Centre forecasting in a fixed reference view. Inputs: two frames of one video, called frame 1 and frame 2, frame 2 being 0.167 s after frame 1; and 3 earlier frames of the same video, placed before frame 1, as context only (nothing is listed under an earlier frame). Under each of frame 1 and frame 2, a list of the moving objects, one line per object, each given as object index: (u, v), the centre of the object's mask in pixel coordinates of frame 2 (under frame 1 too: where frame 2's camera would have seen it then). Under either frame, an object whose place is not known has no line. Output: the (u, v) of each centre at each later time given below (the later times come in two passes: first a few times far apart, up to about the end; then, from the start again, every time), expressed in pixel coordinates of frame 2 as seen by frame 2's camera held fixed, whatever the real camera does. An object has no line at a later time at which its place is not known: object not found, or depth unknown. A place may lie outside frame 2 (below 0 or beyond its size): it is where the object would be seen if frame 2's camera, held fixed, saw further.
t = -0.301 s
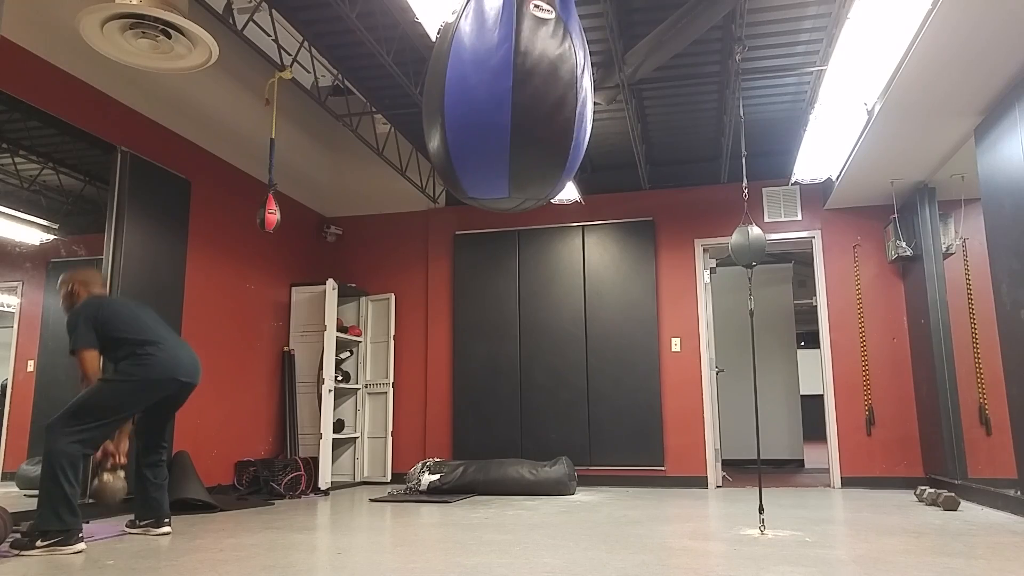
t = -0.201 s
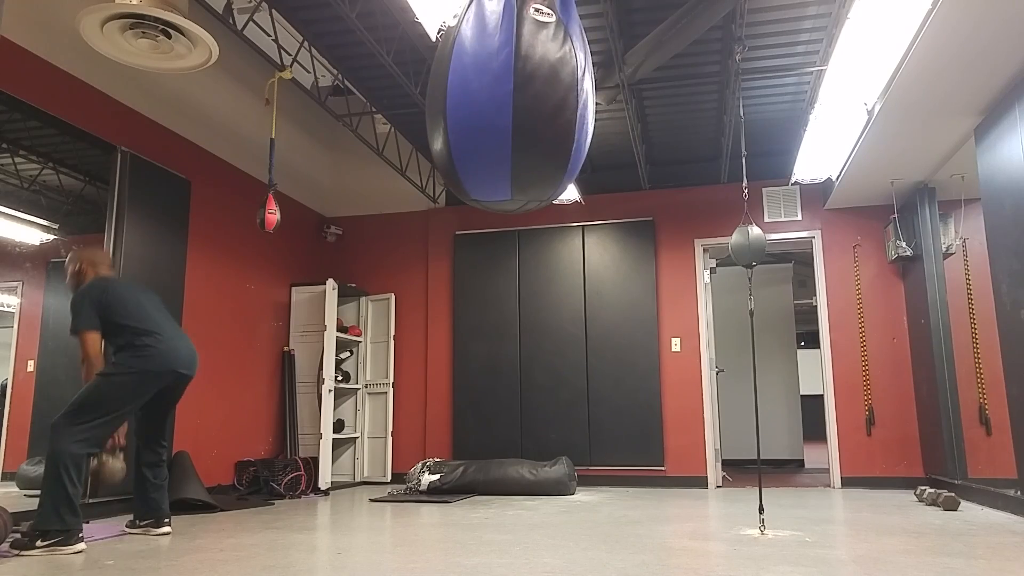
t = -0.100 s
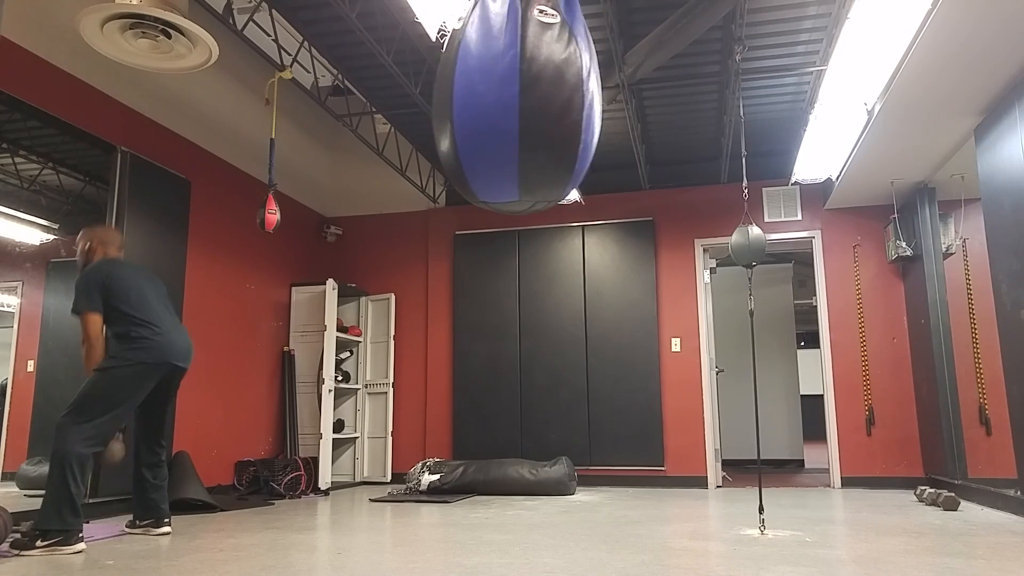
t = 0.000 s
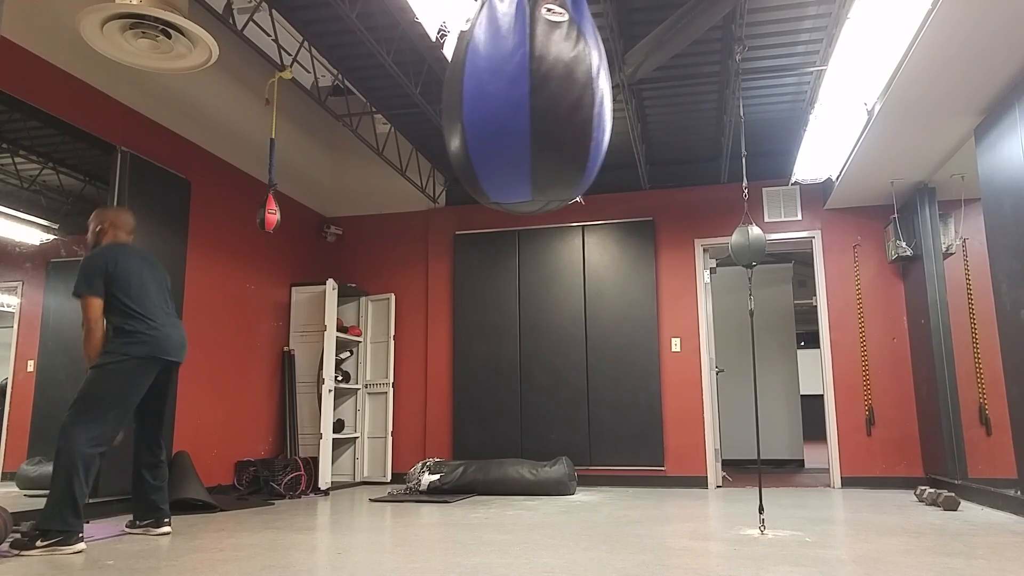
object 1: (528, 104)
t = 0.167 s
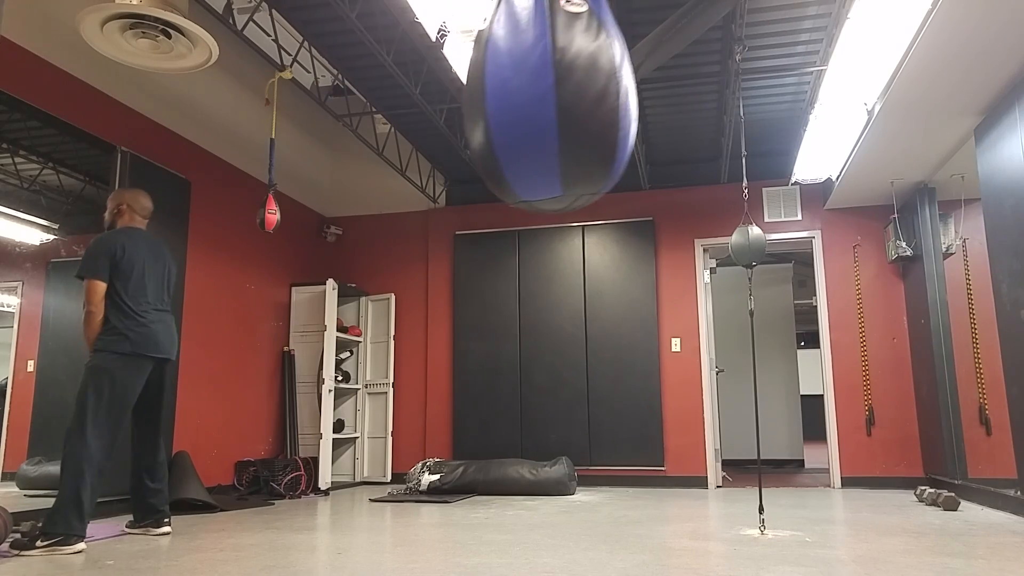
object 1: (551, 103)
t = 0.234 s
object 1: (560, 101)
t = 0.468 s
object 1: (597, 91)
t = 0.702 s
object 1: (619, 82)
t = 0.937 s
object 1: (612, 78)
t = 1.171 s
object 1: (583, 84)
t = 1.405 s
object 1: (543, 94)
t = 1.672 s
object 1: (514, 100)
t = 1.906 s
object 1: (515, 103)
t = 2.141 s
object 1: (536, 103)
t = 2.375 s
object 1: (570, 99)
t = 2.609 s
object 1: (603, 89)
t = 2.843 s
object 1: (618, 80)
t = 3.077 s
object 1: (609, 80)
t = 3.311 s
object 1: (575, 86)
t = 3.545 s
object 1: (537, 95)
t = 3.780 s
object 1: (514, 100)
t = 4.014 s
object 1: (515, 102)
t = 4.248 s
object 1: (535, 102)
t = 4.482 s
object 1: (570, 97)
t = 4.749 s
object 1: (607, 88)
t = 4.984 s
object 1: (618, 80)
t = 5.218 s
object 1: (603, 79)
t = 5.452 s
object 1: (567, 86)
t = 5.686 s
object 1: (531, 96)
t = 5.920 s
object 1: (514, 101)
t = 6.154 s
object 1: (518, 103)
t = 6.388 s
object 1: (541, 102)
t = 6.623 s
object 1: (575, 97)
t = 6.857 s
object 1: (606, 87)
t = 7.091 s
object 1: (616, 79)
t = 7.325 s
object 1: (601, 79)
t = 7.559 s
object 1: (566, 87)
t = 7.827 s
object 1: (527, 97)
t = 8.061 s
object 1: (514, 101)
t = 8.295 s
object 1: (523, 103)
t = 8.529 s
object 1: (547, 102)
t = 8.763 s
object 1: (579, 95)
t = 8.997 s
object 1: (608, 85)
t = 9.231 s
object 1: (612, 77)
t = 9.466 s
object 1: (595, 80)
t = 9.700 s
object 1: (558, 88)
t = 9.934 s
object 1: (528, 98)
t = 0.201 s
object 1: (556, 103)
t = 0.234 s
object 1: (560, 101)
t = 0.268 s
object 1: (566, 100)
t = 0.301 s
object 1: (571, 99)
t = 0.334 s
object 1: (577, 98)
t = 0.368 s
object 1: (583, 97)
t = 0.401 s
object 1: (587, 94)
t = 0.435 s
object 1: (592, 92)
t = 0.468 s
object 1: (597, 91)
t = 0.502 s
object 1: (602, 90)
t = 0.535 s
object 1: (605, 87)
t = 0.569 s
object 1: (609, 87)
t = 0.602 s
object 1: (611, 84)
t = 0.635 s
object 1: (614, 83)
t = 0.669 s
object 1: (617, 83)
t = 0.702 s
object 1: (619, 82)
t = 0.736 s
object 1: (618, 80)
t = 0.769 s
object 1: (619, 79)
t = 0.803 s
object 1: (618, 79)
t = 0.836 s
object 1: (619, 80)
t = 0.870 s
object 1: (616, 78)
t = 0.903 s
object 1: (614, 78)
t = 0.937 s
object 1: (612, 78)
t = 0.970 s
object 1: (610, 79)
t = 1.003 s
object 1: (606, 79)
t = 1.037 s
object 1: (602, 81)
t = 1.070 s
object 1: (597, 80)
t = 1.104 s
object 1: (592, 82)
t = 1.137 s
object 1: (587, 82)
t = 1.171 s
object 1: (583, 84)
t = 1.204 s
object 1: (576, 86)
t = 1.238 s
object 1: (570, 87)
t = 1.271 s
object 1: (564, 88)
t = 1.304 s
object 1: (558, 89)
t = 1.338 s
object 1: (553, 92)
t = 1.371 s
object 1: (547, 93)
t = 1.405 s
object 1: (543, 94)
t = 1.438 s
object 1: (537, 95)
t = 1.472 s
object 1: (532, 95)
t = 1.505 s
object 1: (528, 96)
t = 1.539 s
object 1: (525, 98)
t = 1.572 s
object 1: (522, 98)
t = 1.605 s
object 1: (519, 99)
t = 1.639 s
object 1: (516, 100)
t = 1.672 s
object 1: (514, 100)
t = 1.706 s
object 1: (513, 101)
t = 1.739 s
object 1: (512, 101)
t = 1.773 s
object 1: (512, 101)
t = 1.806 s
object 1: (511, 101)
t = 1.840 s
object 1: (512, 102)
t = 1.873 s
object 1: (513, 102)
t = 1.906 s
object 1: (515, 103)
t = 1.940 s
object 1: (516, 102)
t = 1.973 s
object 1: (519, 103)
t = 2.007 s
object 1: (521, 103)
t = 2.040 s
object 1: (525, 103)
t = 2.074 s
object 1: (528, 103)
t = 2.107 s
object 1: (532, 103)
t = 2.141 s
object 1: (536, 103)
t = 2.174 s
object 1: (540, 103)
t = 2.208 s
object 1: (545, 103)
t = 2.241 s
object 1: (550, 102)
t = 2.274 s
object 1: (555, 102)
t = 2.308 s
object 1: (559, 100)
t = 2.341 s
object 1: (564, 99)
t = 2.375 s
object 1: (570, 99)
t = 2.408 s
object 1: (575, 98)
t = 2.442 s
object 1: (580, 97)
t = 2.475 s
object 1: (584, 95)
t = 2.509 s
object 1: (590, 93)
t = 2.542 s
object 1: (595, 93)
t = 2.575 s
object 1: (600, 91)
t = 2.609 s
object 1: (603, 89)
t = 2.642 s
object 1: (606, 87)
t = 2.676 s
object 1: (609, 85)
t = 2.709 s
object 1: (612, 84)
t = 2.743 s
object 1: (614, 83)
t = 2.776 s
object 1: (617, 82)
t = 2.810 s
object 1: (617, 81)
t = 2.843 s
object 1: (618, 80)
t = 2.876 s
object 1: (618, 79)
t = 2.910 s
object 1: (619, 80)
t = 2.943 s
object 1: (617, 78)
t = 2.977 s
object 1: (616, 78)
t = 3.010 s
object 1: (613, 78)
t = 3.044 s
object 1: (612, 79)
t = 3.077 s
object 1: (609, 80)
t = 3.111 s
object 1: (605, 79)
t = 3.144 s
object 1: (602, 81)
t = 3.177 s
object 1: (596, 80)
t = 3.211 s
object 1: (592, 82)
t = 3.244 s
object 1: (586, 82)
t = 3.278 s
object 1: (581, 84)
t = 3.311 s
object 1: (575, 86)
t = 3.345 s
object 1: (569, 86)
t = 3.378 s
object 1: (564, 89)
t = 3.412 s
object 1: (558, 90)
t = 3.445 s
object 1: (552, 90)
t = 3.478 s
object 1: (547, 92)
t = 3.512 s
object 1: (542, 93)
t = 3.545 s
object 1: (537, 95)
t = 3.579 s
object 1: (532, 96)
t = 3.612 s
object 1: (528, 96)
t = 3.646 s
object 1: (524, 98)
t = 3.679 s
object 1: (520, 98)
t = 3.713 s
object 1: (518, 98)
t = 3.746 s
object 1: (515, 99)
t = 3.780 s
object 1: (514, 100)
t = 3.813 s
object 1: (513, 100)
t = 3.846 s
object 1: (512, 101)
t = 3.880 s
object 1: (511, 101)
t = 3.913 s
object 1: (511, 101)
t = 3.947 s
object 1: (512, 102)
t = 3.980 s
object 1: (513, 102)
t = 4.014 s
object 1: (515, 102)
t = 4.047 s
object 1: (516, 102)
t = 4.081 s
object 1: (519, 103)
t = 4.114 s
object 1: (521, 103)
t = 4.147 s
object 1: (524, 103)
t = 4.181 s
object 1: (528, 103)
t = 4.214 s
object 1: (532, 104)
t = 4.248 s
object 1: (535, 102)
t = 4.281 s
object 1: (540, 101)
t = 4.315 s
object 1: (545, 102)
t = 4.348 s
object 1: (549, 101)
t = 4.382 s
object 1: (554, 100)
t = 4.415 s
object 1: (559, 99)
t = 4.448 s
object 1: (565, 100)
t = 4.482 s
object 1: (570, 97)
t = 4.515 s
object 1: (574, 96)
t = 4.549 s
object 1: (580, 95)
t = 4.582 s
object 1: (585, 94)
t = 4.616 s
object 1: (590, 92)
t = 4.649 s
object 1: (595, 91)
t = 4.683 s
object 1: (599, 90)
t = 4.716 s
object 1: (603, 89)
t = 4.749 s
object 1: (607, 88)
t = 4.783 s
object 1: (610, 85)
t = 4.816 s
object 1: (611, 84)
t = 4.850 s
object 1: (614, 83)
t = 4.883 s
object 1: (615, 82)
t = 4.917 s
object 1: (617, 81)
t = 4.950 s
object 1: (618, 81)
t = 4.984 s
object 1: (618, 80)
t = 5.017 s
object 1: (617, 79)
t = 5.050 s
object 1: (616, 79)
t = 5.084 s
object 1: (615, 79)
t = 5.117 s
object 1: (612, 78)
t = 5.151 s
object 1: (609, 78)
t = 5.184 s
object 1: (607, 79)
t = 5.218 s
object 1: (603, 79)
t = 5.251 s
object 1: (598, 79)
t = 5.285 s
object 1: (594, 80)
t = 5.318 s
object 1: (589, 81)
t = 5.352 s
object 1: (584, 83)
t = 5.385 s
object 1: (578, 83)
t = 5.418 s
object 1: (573, 85)
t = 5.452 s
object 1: (567, 86)
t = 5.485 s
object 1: (561, 87)
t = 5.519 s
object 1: (555, 90)
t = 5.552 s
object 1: (550, 90)
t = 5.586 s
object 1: (545, 93)
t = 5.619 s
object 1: (540, 93)
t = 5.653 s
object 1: (534, 94)
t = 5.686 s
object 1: (531, 96)
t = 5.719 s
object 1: (527, 97)
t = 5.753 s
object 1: (524, 98)
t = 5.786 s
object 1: (521, 99)
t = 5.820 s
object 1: (519, 99)
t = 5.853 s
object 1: (516, 100)
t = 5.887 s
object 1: (514, 100)
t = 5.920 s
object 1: (514, 101)
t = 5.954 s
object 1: (513, 102)
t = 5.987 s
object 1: (513, 102)
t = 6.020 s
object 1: (513, 102)
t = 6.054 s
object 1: (513, 102)
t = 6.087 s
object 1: (515, 103)
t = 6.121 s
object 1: (517, 103)
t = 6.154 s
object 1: (518, 103)
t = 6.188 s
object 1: (520, 103)
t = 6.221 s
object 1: (523, 104)
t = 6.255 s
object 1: (527, 104)
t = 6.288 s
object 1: (530, 104)
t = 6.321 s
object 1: (533, 103)
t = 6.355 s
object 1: (537, 104)
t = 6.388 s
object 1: (541, 102)
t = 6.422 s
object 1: (546, 102)
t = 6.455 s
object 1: (551, 102)
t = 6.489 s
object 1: (555, 101)
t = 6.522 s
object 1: (560, 100)
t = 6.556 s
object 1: (564, 99)
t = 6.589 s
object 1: (570, 98)
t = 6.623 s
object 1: (575, 97)
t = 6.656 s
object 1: (580, 96)
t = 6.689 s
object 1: (585, 93)
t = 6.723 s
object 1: (590, 93)
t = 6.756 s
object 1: (594, 90)
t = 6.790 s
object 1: (599, 90)
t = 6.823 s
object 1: (603, 88)
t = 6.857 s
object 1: (606, 87)
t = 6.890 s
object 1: (607, 85)
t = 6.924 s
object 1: (610, 83)
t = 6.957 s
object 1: (612, 82)
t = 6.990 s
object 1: (613, 81)
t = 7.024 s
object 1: (614, 80)
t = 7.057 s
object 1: (615, 79)
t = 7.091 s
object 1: (616, 79)
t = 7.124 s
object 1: (615, 79)
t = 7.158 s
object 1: (613, 78)
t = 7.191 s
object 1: (612, 77)
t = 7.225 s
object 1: (610, 77)
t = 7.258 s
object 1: (608, 79)
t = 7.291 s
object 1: (605, 79)
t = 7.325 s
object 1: (601, 79)
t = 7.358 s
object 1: (596, 79)
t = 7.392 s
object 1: (592, 80)
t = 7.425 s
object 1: (588, 82)
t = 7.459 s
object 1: (583, 83)
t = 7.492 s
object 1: (578, 84)
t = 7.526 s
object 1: (571, 85)
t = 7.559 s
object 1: (566, 87)
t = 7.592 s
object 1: (560, 88)
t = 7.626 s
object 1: (555, 90)
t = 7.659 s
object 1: (549, 90)
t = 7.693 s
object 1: (544, 93)
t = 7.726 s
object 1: (540, 94)
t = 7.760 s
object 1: (534, 94)
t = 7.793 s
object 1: (532, 96)
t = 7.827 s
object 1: (527, 97)
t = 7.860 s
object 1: (525, 98)
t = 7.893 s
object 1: (521, 99)
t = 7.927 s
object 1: (520, 100)
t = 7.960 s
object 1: (517, 100)
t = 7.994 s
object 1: (516, 100)
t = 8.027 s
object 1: (516, 101)
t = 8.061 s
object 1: (514, 101)
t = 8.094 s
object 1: (514, 102)
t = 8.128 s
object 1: (515, 103)
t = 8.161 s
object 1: (516, 103)
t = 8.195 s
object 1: (517, 102)
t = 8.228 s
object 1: (518, 103)
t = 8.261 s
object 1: (521, 103)
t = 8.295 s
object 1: (523, 103)
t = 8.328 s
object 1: (525, 103)
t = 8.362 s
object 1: (528, 104)
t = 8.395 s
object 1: (531, 104)
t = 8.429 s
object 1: (534, 103)
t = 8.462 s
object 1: (539, 104)
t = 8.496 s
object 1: (543, 103)
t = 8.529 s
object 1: (547, 102)
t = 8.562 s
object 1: (551, 101)
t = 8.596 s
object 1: (556, 101)
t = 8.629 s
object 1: (560, 101)
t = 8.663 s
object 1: (565, 99)
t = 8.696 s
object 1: (570, 97)
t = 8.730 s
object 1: (575, 96)
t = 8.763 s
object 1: (579, 95)
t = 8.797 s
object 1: (584, 93)
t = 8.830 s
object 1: (589, 92)
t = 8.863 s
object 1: (593, 90)
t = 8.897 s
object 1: (597, 89)
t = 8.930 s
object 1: (602, 88)
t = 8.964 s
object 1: (603, 86)
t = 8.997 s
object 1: (608, 85)
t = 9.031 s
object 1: (610, 84)
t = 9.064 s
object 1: (610, 82)
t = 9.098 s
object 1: (611, 81)
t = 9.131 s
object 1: (612, 80)
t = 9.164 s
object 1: (613, 79)
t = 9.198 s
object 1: (613, 78)
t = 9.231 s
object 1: (612, 77)
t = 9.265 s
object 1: (611, 77)
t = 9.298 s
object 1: (609, 77)
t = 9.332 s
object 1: (608, 78)
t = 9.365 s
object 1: (604, 77)
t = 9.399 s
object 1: (601, 78)
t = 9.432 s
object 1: (597, 78)
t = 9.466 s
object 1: (595, 80)
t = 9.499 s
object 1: (589, 80)
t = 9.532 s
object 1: (584, 81)
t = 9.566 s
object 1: (581, 83)
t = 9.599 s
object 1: (576, 84)
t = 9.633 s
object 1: (570, 85)
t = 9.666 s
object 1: (565, 87)
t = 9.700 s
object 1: (558, 88)
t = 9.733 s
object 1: (554, 90)
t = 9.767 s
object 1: (548, 90)
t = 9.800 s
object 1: (544, 93)
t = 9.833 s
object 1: (539, 93)
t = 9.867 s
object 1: (535, 95)
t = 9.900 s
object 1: (532, 96)
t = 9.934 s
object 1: (528, 98)
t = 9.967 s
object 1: (525, 99)
